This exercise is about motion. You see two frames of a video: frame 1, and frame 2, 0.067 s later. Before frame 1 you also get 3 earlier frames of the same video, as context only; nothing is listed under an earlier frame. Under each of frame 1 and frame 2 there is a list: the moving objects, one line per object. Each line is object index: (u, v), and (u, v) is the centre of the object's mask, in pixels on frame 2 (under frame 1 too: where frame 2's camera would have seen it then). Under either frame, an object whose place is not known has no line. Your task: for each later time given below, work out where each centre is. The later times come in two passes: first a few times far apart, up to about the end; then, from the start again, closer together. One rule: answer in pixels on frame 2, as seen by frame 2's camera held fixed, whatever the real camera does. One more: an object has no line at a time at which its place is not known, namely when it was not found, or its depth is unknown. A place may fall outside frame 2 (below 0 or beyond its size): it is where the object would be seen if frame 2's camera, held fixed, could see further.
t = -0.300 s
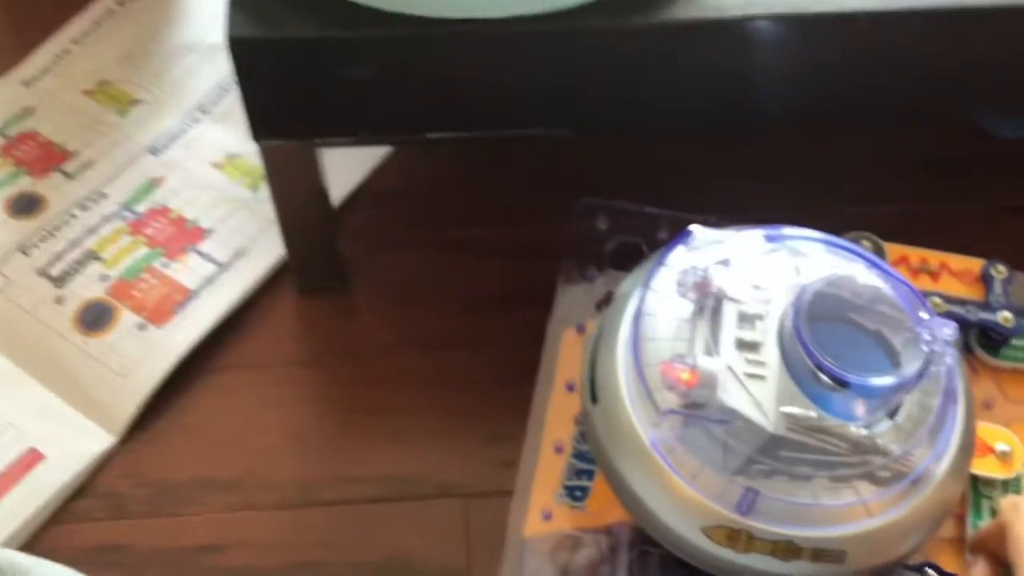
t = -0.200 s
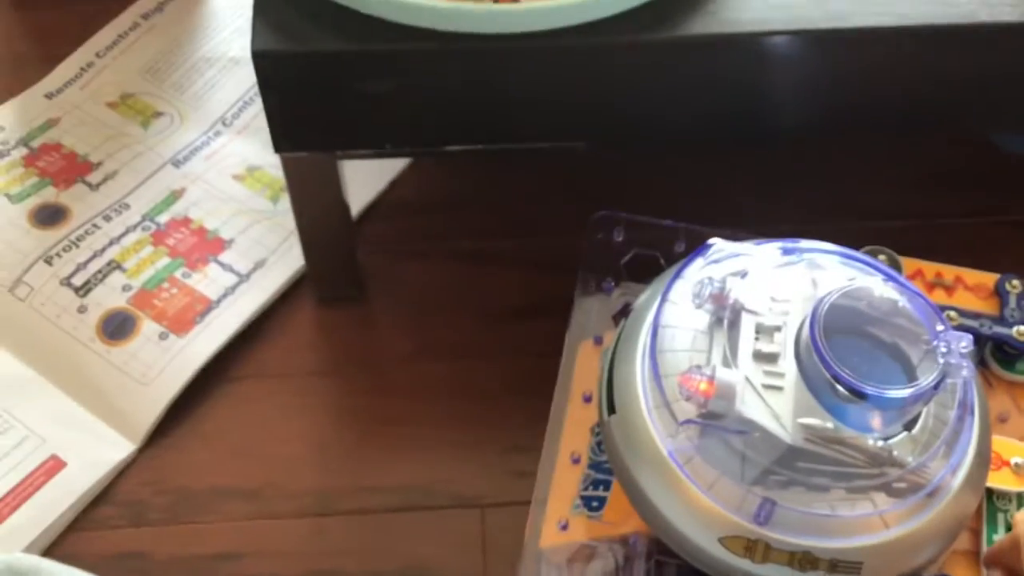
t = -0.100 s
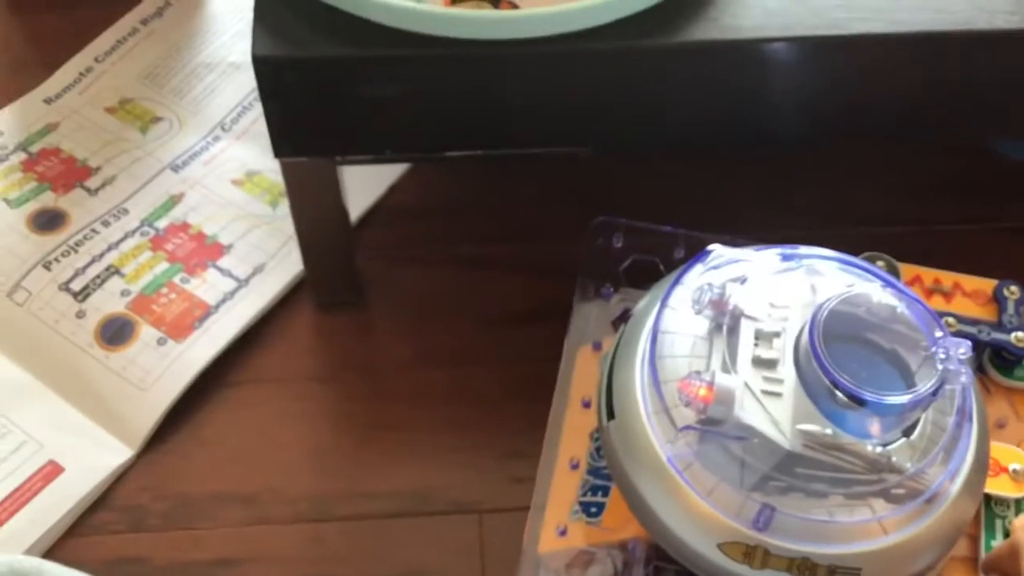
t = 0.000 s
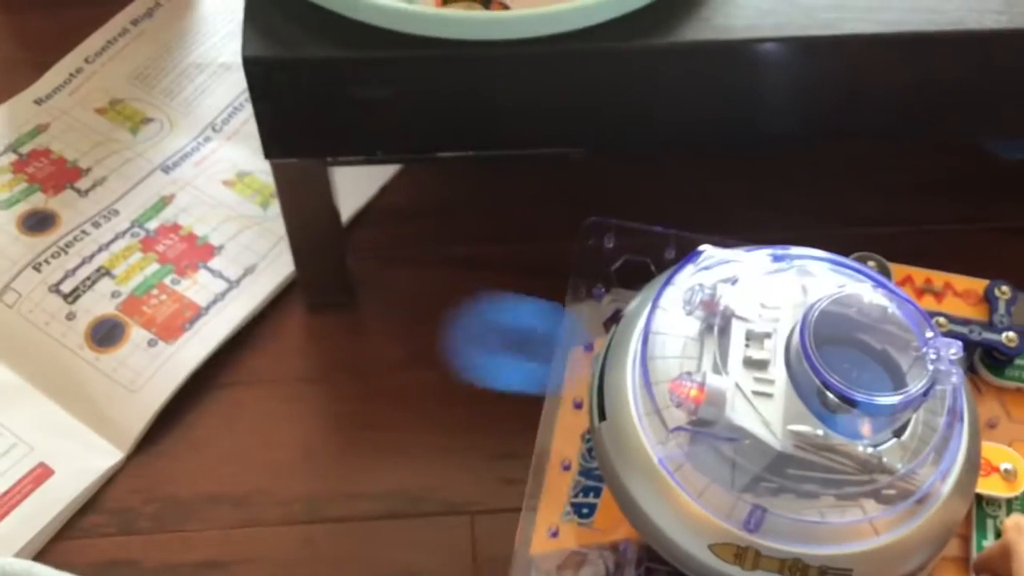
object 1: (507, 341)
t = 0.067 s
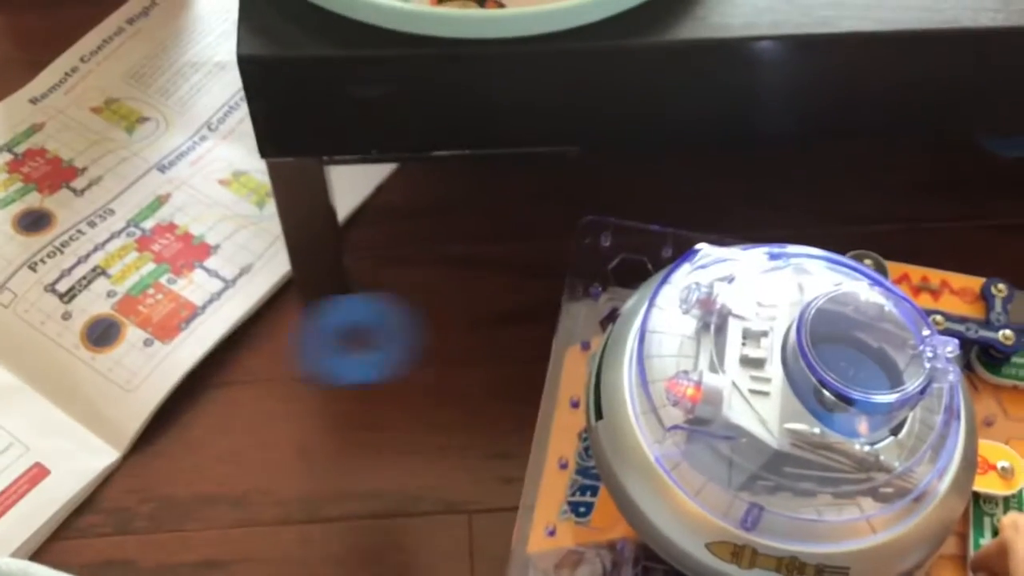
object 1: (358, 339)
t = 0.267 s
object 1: (185, 414)
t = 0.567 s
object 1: (167, 440)
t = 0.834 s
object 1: (173, 453)
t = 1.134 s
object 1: (176, 457)
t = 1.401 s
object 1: (176, 457)
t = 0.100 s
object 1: (289, 354)
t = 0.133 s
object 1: (230, 378)
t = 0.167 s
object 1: (187, 405)
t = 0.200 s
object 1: (173, 415)
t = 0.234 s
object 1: (178, 413)
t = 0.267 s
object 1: (185, 414)
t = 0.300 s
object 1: (188, 414)
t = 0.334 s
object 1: (186, 416)
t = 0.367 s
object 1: (181, 418)
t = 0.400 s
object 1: (172, 423)
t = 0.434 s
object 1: (165, 431)
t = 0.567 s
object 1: (167, 440)
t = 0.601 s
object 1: (170, 441)
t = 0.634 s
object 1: (170, 445)
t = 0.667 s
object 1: (168, 446)
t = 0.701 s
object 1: (169, 448)
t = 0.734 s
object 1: (170, 448)
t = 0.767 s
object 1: (172, 448)
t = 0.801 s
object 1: (173, 452)
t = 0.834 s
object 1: (173, 453)
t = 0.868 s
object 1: (176, 456)
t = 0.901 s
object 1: (176, 457)
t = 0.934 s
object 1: (176, 457)
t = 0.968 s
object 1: (176, 457)
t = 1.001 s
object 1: (176, 457)
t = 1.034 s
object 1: (176, 457)
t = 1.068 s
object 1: (176, 457)
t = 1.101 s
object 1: (176, 457)
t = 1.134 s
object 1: (176, 457)
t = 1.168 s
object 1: (176, 457)
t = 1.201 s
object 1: (176, 457)
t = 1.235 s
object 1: (176, 457)
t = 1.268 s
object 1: (176, 457)
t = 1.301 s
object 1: (176, 457)
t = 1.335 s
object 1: (176, 457)
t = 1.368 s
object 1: (176, 457)
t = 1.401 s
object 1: (176, 457)
